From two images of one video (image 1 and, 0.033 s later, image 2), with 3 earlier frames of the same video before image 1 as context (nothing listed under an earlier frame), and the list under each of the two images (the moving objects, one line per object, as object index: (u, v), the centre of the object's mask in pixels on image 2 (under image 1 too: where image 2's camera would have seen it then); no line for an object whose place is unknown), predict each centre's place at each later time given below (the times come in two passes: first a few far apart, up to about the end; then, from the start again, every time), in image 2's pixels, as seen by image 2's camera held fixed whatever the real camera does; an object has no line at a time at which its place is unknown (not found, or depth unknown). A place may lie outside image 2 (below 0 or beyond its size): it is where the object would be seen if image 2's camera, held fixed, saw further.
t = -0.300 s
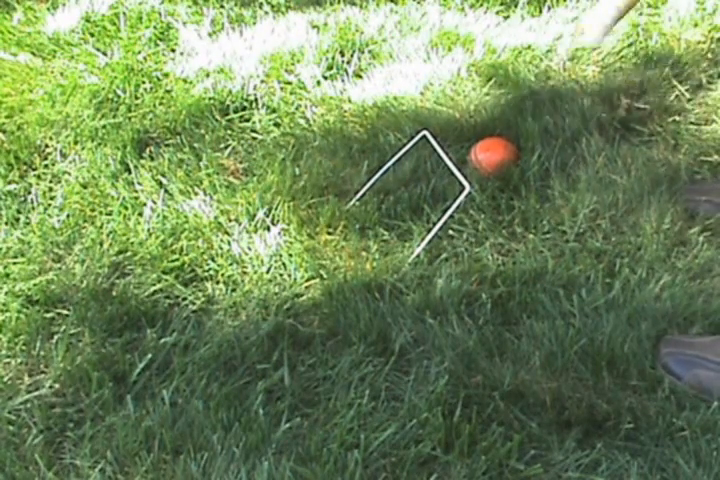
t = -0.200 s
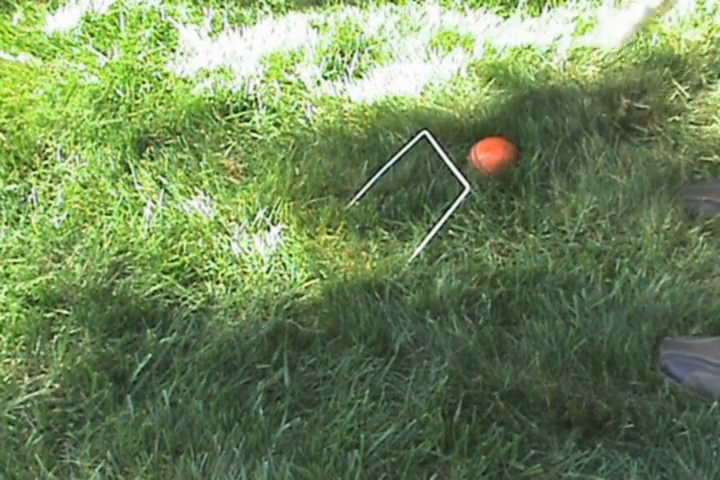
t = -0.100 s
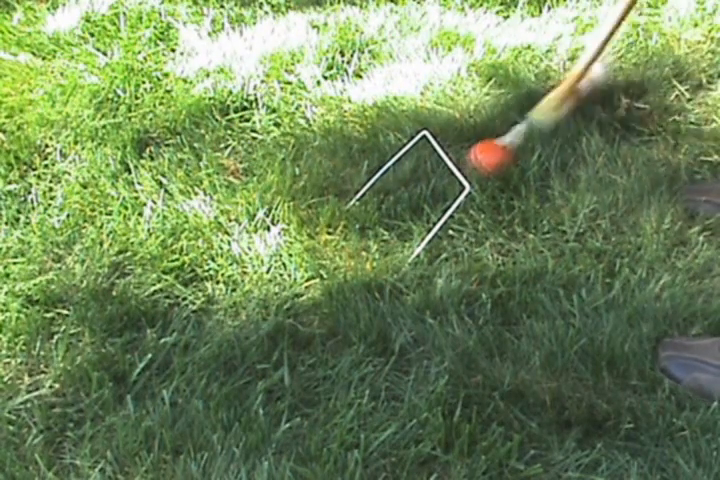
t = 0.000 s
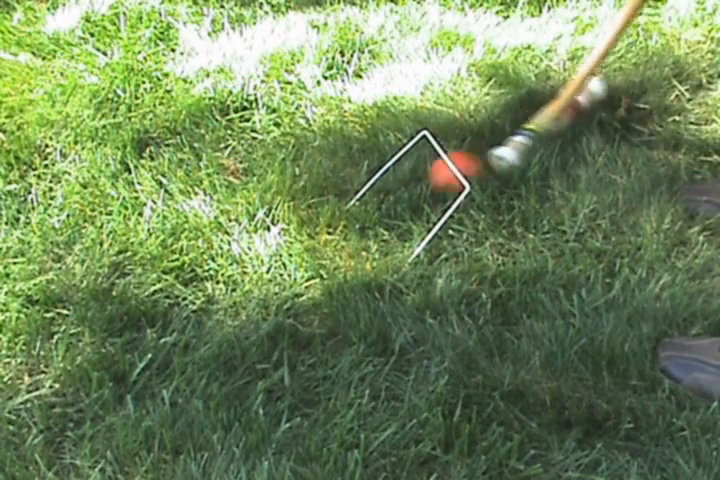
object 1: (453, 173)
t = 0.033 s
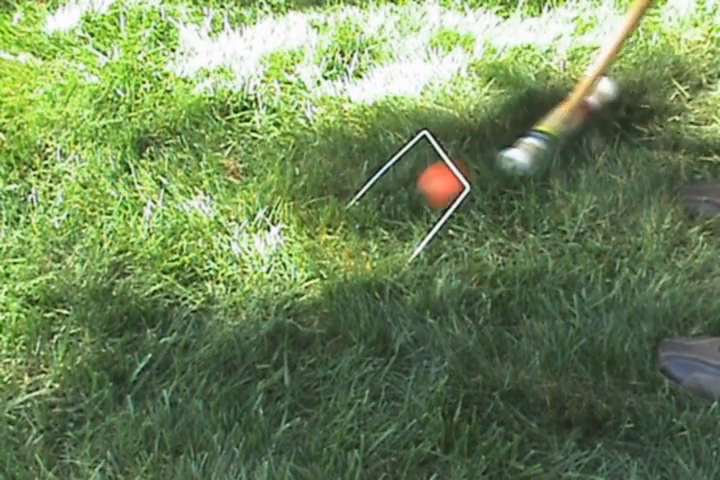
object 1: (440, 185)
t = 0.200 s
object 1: (413, 221)
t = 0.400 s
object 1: (418, 240)
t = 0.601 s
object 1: (421, 239)
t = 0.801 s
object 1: (421, 239)
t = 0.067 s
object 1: (430, 198)
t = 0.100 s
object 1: (422, 204)
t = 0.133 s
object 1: (420, 207)
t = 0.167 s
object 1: (416, 213)
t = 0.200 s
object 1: (413, 221)
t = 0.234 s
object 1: (415, 234)
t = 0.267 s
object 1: (414, 238)
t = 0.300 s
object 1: (416, 239)
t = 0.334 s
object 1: (413, 238)
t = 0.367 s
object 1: (413, 239)
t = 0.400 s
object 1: (418, 240)
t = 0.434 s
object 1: (419, 240)
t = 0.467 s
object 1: (420, 239)
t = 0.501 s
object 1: (420, 239)
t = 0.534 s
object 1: (421, 239)
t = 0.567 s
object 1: (421, 239)
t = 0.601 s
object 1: (421, 239)
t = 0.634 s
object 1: (420, 239)
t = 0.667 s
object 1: (421, 239)
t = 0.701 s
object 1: (421, 239)
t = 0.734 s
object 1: (421, 239)
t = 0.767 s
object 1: (421, 239)
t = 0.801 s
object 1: (421, 239)
